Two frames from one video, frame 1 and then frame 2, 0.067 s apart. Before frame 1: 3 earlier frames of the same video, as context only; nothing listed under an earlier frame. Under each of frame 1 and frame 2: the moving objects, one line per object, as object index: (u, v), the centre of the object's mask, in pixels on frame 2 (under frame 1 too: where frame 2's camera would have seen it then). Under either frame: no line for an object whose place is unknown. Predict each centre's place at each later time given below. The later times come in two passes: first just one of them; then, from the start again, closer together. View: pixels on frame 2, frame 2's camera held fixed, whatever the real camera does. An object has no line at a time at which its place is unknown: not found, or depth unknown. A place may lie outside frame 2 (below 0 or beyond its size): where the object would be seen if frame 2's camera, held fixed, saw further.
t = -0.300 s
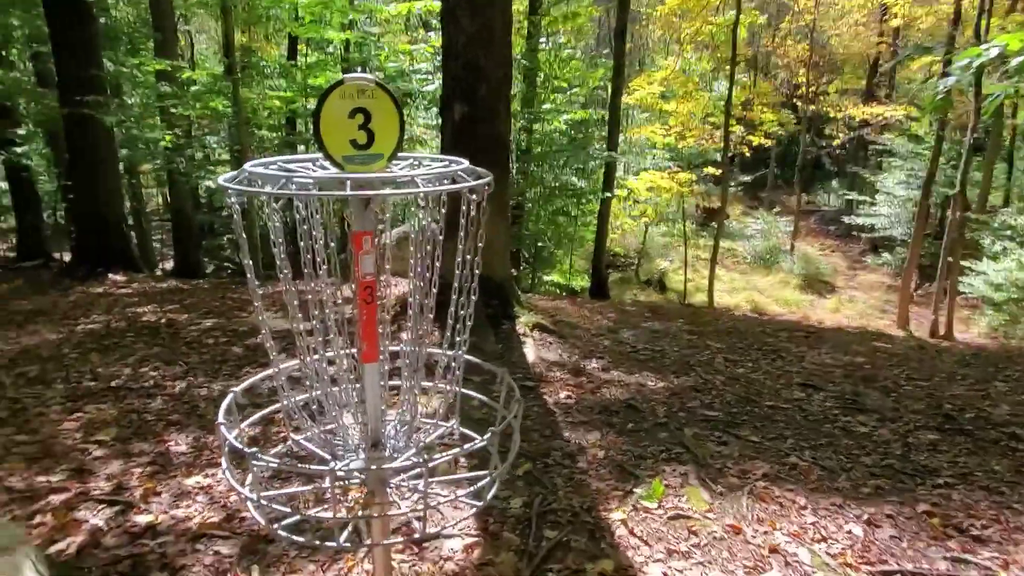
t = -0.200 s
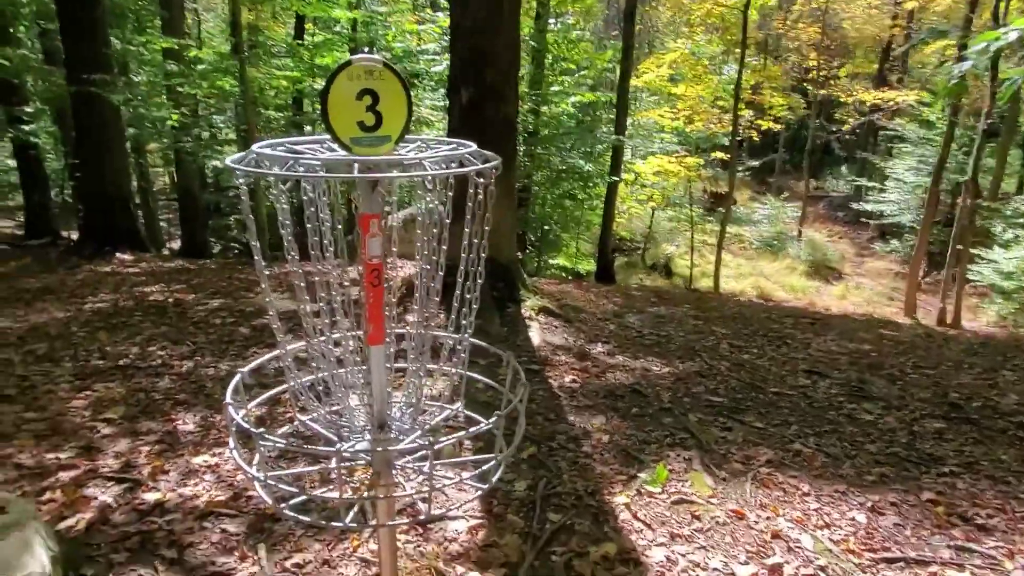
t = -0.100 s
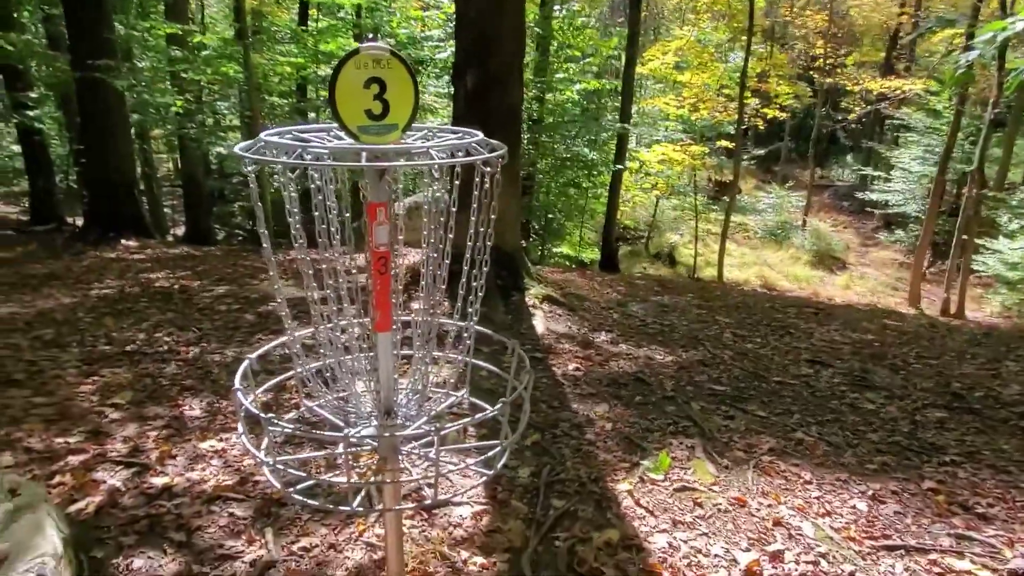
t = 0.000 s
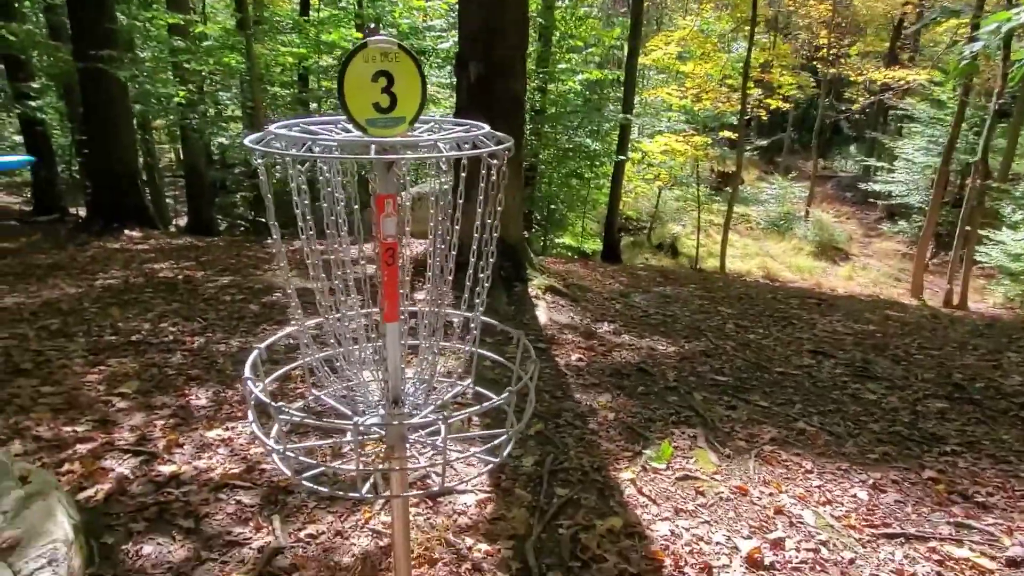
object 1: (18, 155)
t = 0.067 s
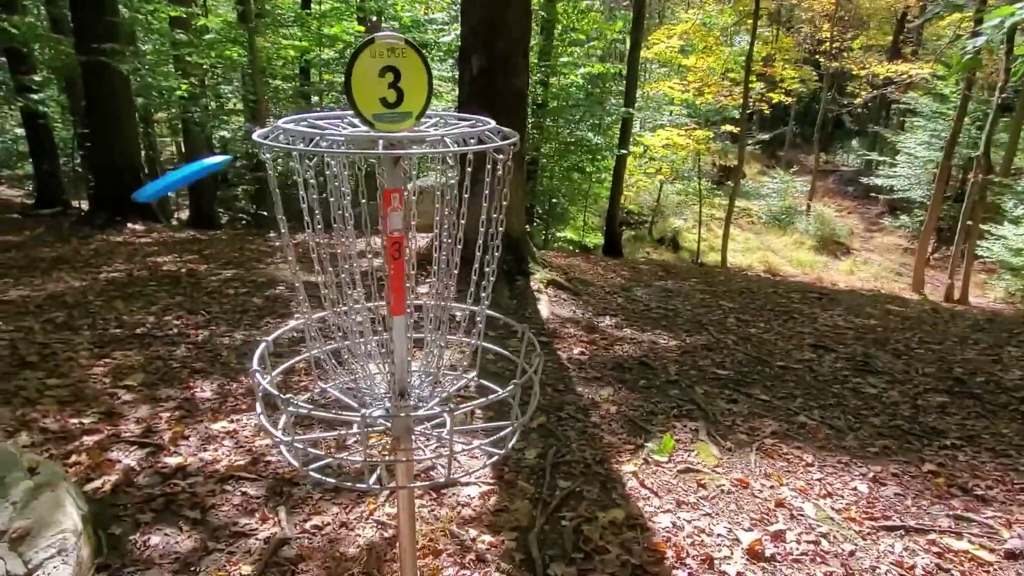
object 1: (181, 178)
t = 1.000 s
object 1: (364, 462)
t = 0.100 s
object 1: (255, 193)
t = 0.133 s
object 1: (288, 204)
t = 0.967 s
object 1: (364, 462)
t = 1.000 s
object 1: (364, 462)
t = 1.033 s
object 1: (365, 462)
